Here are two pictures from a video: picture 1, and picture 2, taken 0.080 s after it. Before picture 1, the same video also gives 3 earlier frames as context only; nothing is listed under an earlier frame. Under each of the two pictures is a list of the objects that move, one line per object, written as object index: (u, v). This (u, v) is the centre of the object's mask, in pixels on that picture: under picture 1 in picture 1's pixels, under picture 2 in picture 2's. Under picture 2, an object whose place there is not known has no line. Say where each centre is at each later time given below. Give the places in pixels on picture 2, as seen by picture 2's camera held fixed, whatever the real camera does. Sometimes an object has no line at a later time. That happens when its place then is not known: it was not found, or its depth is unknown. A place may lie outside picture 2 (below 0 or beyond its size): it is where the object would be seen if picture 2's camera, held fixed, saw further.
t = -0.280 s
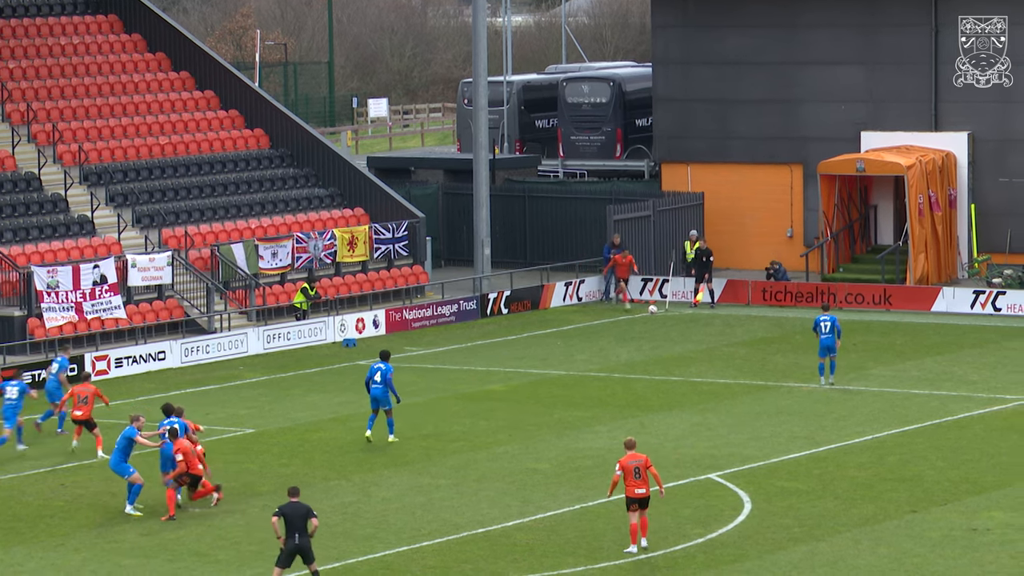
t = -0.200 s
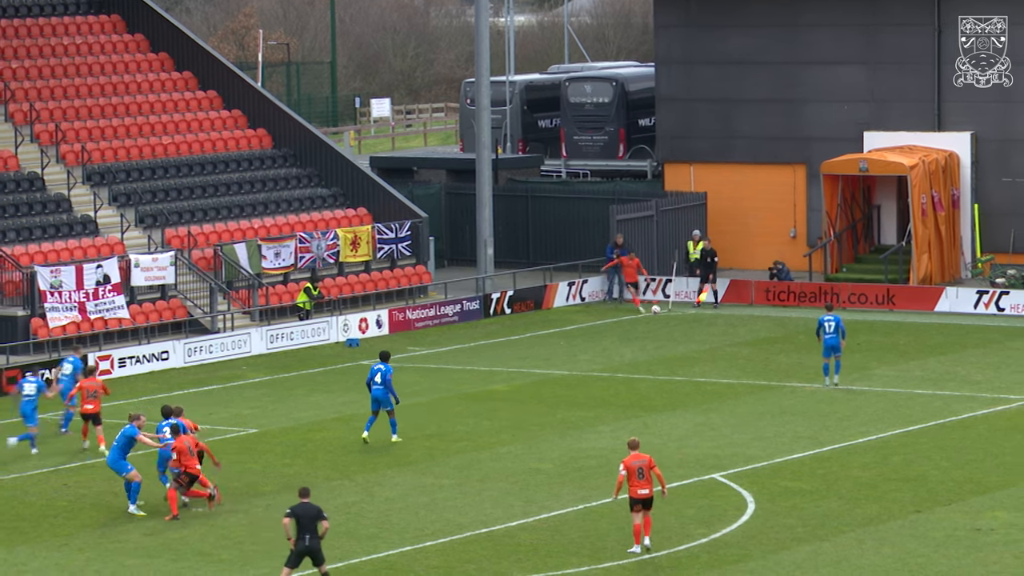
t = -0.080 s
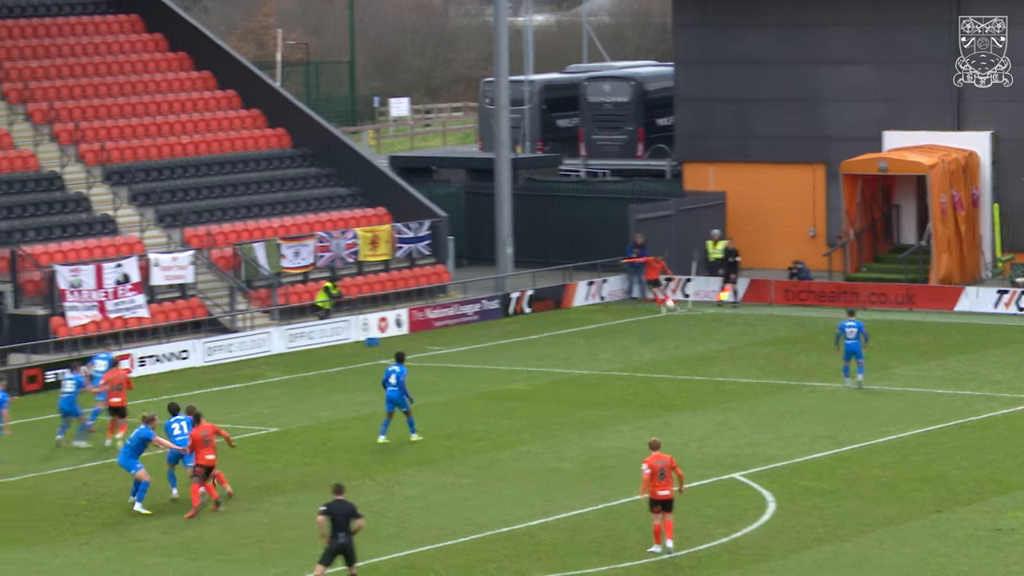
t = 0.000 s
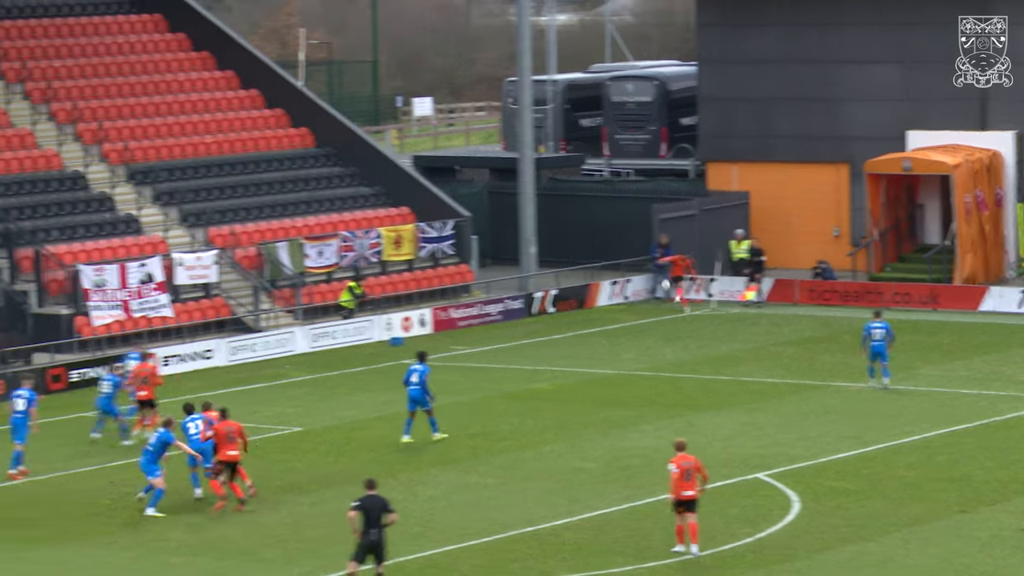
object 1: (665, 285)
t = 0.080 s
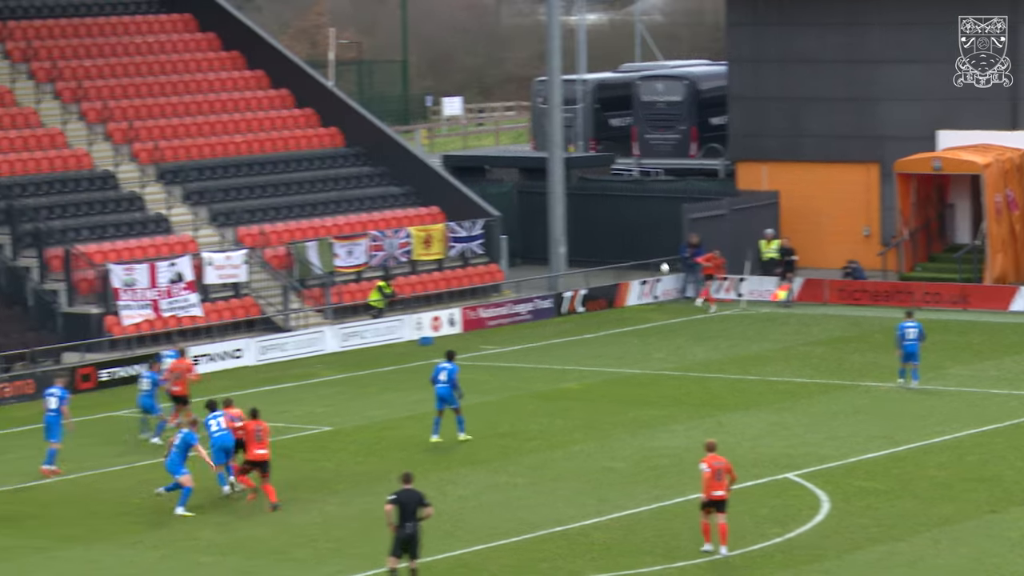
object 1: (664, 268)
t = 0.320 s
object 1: (560, 234)
